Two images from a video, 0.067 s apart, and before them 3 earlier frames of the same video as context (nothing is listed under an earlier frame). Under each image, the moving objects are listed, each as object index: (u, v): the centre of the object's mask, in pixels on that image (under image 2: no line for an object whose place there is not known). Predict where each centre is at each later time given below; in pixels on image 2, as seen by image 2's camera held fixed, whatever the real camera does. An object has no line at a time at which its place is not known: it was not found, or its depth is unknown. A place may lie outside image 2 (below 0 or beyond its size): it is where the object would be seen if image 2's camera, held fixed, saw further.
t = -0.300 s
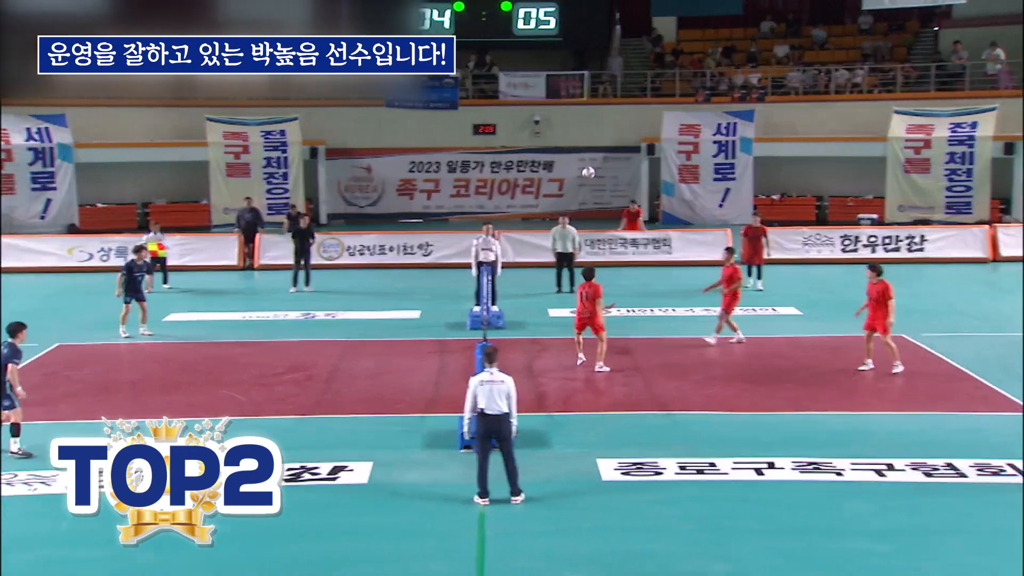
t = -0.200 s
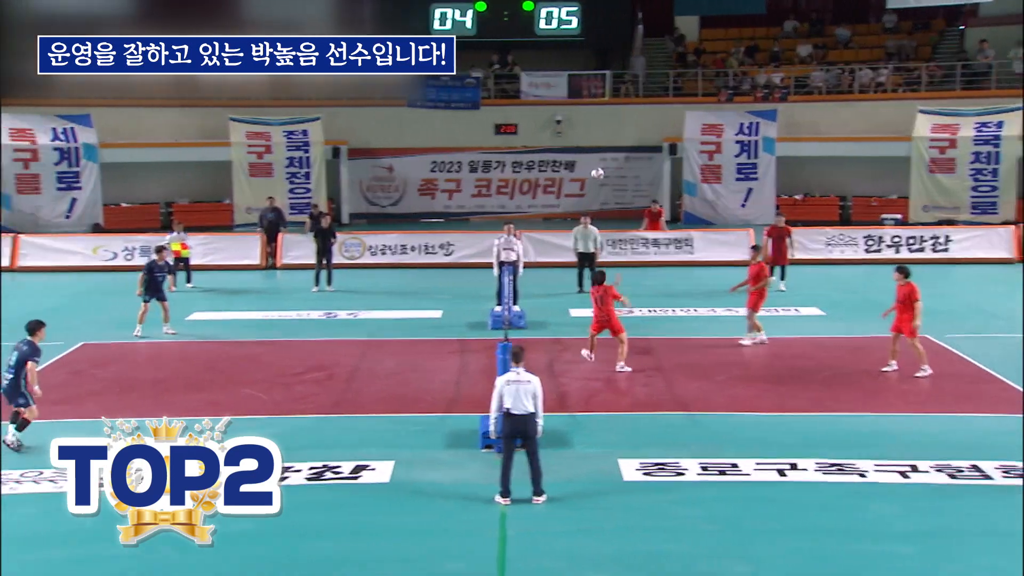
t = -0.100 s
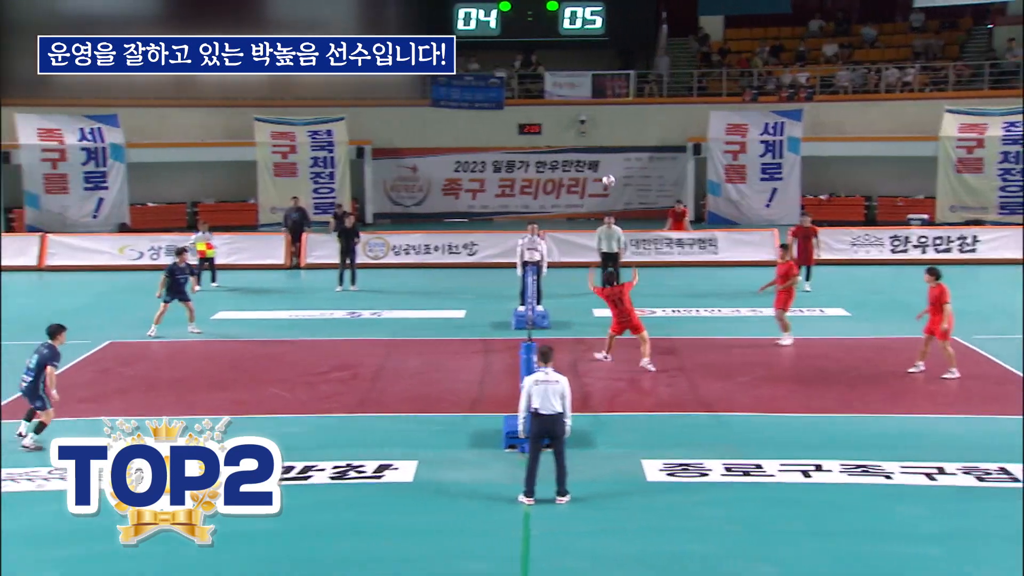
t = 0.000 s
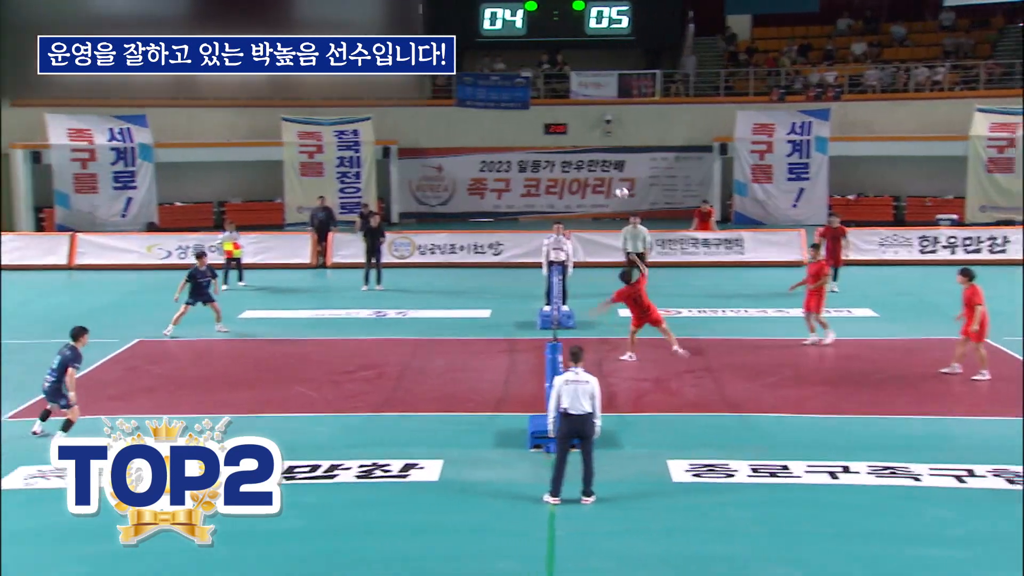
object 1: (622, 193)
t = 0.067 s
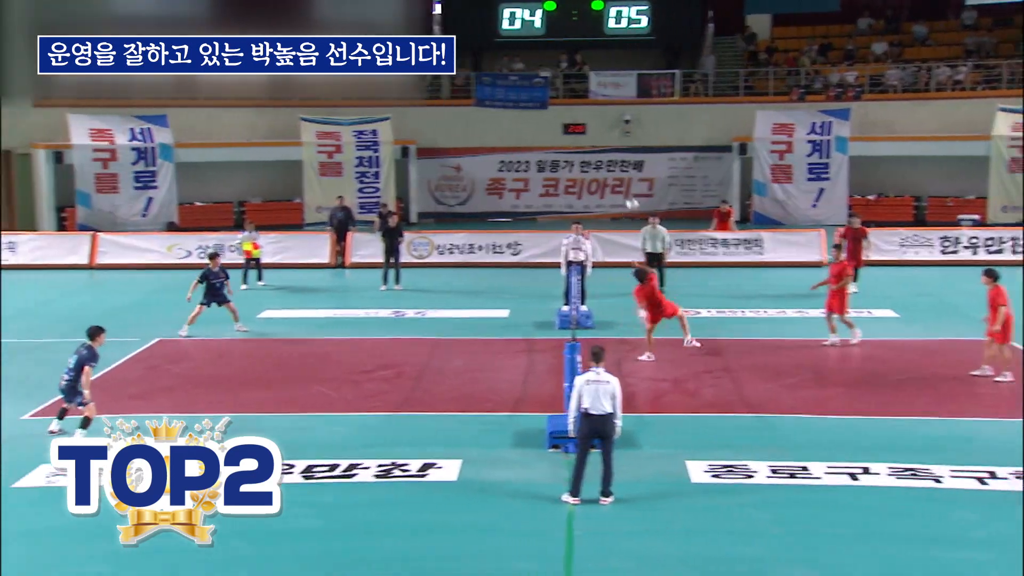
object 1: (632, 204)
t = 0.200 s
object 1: (621, 234)
